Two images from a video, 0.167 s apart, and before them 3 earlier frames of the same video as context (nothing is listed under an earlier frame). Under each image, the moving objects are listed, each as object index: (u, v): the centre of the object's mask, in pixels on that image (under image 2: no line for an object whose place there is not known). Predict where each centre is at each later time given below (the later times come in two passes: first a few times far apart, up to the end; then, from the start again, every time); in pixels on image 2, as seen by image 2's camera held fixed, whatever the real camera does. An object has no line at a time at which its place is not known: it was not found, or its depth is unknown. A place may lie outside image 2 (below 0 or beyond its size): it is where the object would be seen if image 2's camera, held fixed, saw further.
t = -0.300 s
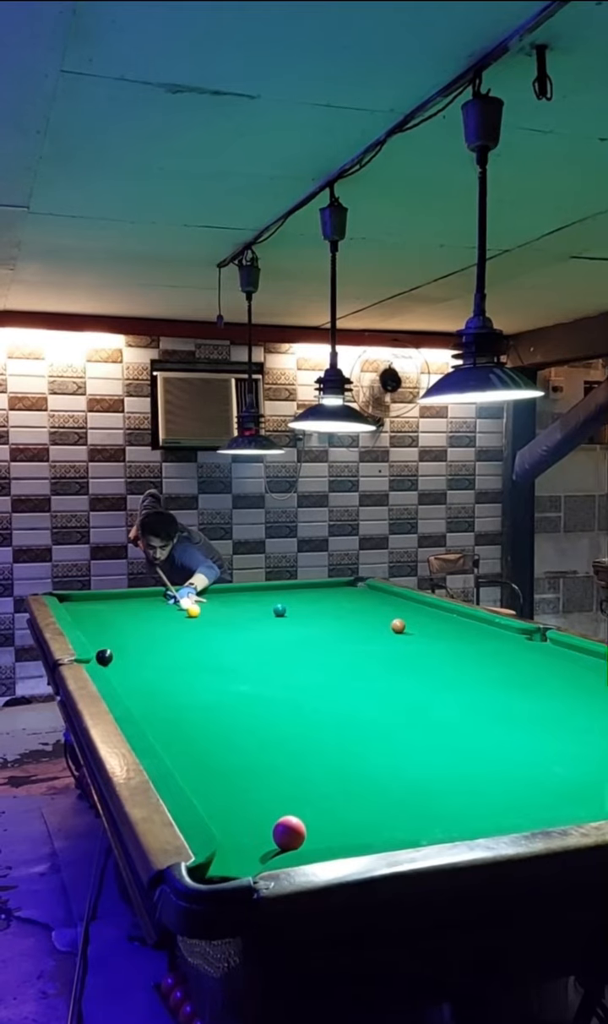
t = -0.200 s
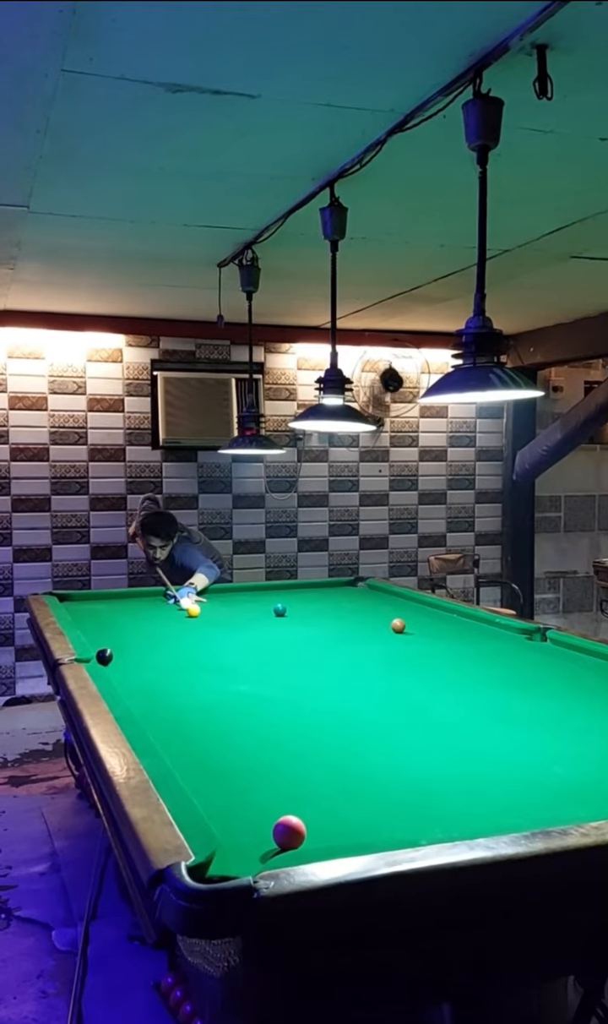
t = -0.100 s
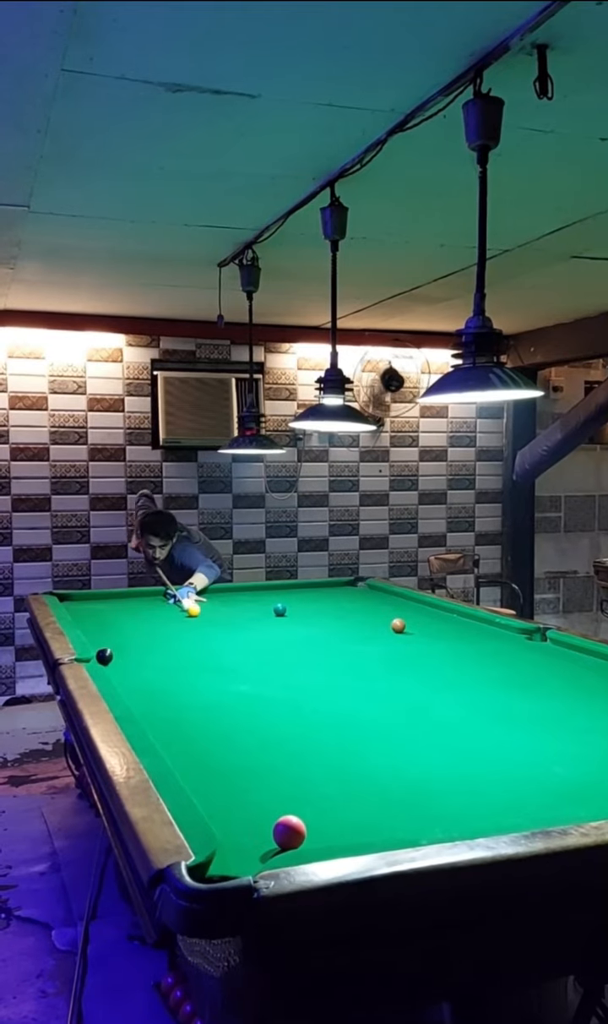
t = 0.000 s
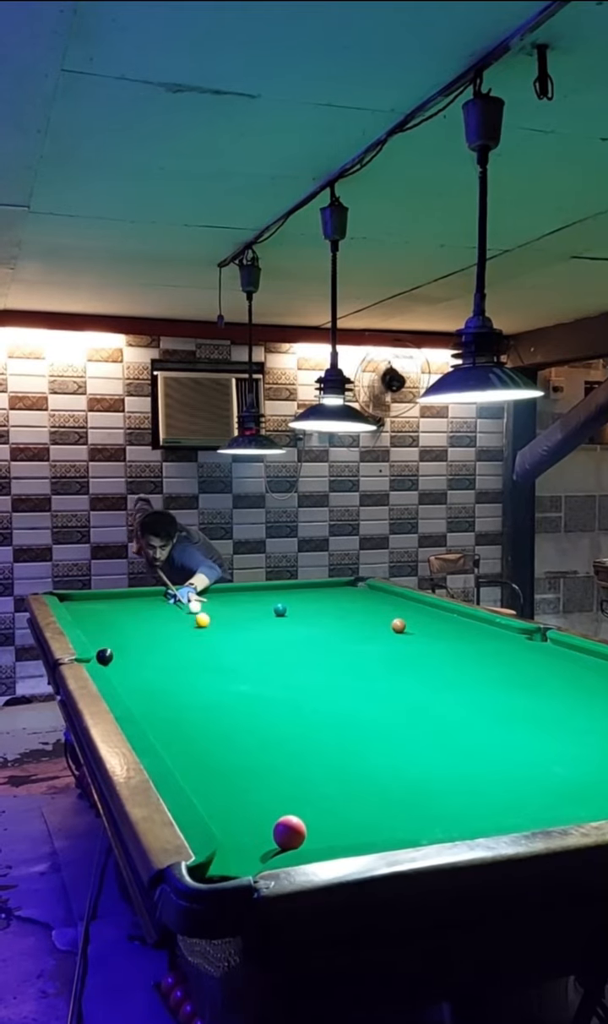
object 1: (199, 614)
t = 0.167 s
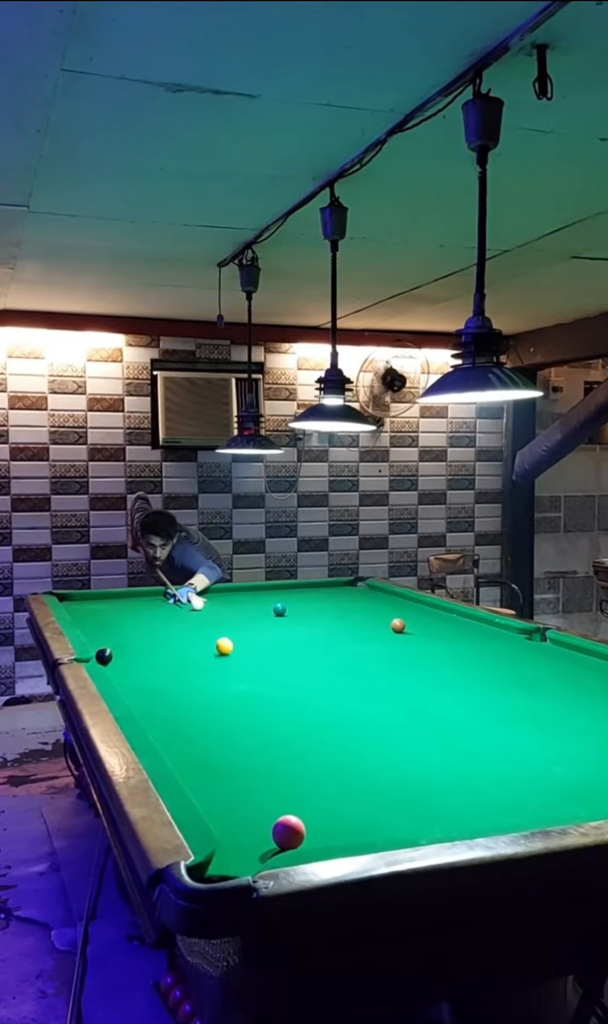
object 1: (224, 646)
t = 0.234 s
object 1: (232, 655)
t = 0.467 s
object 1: (283, 715)
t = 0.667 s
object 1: (348, 794)
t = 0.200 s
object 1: (229, 652)
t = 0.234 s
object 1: (232, 655)
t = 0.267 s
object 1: (238, 662)
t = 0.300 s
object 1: (245, 669)
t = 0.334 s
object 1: (251, 677)
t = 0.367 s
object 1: (258, 686)
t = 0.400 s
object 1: (262, 690)
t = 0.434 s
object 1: (274, 704)
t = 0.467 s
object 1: (283, 715)
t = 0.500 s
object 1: (292, 727)
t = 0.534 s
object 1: (303, 740)
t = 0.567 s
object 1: (308, 746)
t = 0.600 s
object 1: (327, 769)
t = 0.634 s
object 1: (341, 785)
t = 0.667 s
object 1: (348, 794)
